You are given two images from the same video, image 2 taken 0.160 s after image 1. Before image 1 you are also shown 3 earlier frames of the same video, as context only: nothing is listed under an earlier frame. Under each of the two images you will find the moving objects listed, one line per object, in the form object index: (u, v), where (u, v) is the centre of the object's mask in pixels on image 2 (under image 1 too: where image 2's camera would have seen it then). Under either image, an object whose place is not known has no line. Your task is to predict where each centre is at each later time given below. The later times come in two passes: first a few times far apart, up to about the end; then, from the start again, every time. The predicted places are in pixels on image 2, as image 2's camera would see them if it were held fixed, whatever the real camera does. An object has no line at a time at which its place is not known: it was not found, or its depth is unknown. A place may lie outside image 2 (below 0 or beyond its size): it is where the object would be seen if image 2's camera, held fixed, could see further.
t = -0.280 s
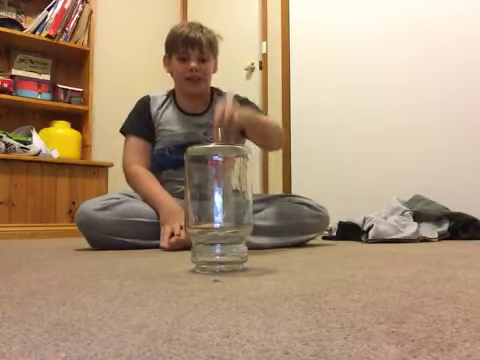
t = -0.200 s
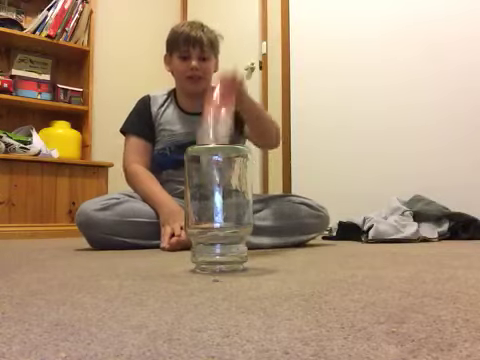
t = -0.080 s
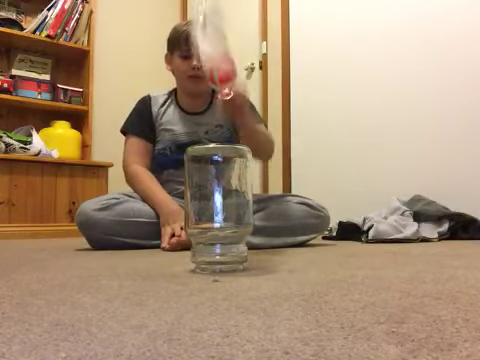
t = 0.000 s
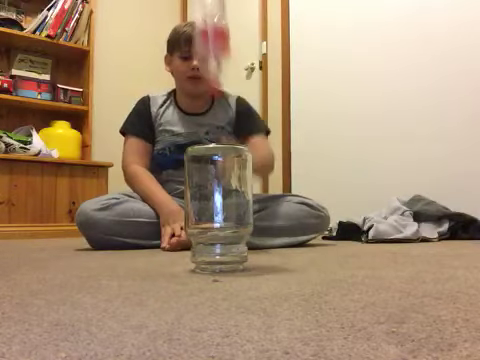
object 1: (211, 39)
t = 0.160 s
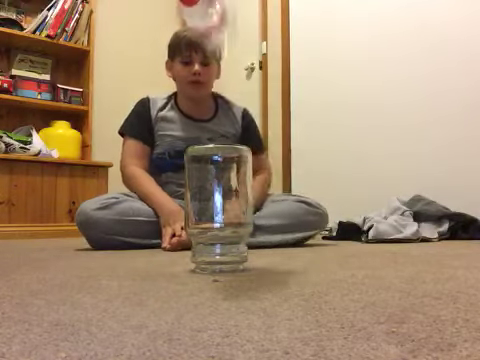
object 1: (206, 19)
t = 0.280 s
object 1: (208, 118)
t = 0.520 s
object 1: (127, 258)
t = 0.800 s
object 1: (95, 279)
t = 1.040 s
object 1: (97, 278)
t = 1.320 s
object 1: (95, 280)
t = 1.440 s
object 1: (96, 280)
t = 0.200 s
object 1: (203, 37)
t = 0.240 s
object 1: (206, 79)
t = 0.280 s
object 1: (208, 118)
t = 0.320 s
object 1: (207, 158)
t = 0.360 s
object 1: (202, 182)
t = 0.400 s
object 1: (192, 191)
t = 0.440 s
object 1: (178, 192)
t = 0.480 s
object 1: (154, 209)
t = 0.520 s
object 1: (127, 258)
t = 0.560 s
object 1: (112, 273)
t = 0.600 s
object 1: (101, 275)
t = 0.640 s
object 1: (95, 277)
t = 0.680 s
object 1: (94, 278)
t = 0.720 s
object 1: (95, 278)
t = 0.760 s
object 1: (95, 278)
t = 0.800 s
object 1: (95, 279)
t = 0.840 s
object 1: (96, 278)
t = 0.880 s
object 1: (95, 278)
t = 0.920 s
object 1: (95, 279)
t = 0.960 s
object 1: (95, 278)
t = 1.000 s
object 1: (97, 278)
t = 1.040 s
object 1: (97, 278)
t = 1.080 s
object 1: (97, 278)
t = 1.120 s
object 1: (97, 278)
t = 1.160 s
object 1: (96, 278)
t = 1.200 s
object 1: (96, 278)
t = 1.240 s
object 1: (96, 279)
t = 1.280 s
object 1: (95, 280)
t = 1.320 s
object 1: (95, 280)
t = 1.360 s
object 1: (95, 280)
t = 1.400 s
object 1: (96, 281)
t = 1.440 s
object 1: (96, 280)
